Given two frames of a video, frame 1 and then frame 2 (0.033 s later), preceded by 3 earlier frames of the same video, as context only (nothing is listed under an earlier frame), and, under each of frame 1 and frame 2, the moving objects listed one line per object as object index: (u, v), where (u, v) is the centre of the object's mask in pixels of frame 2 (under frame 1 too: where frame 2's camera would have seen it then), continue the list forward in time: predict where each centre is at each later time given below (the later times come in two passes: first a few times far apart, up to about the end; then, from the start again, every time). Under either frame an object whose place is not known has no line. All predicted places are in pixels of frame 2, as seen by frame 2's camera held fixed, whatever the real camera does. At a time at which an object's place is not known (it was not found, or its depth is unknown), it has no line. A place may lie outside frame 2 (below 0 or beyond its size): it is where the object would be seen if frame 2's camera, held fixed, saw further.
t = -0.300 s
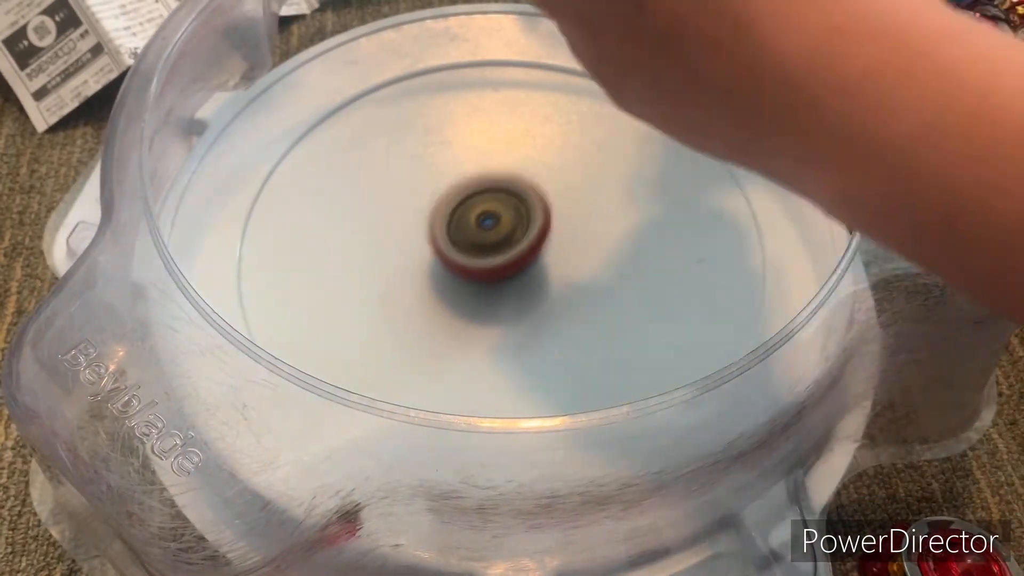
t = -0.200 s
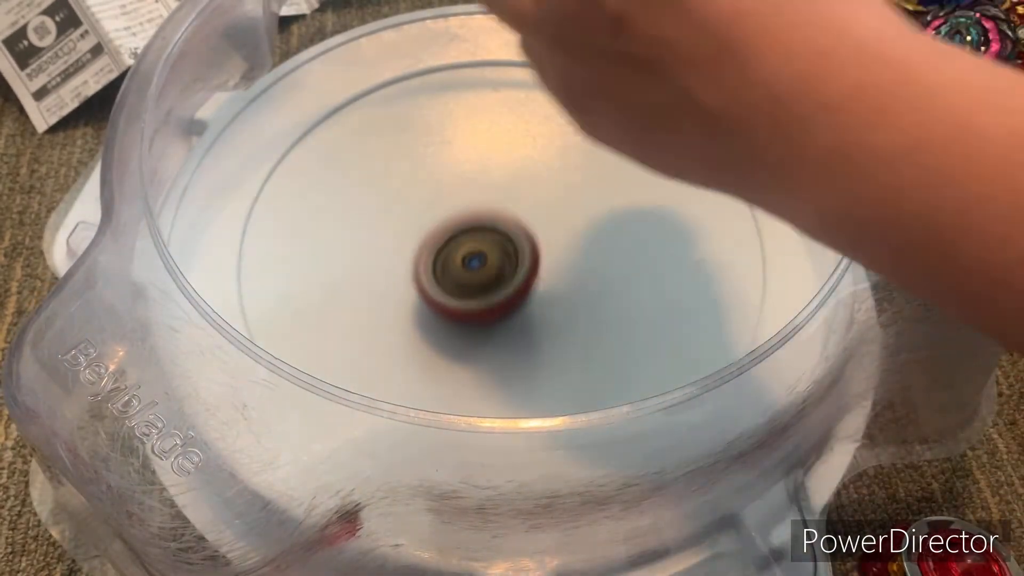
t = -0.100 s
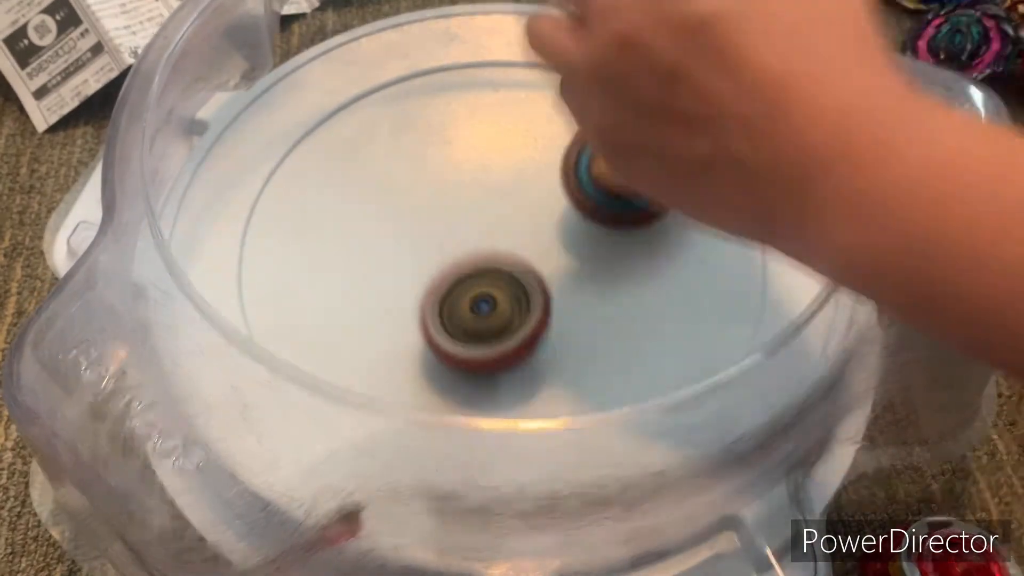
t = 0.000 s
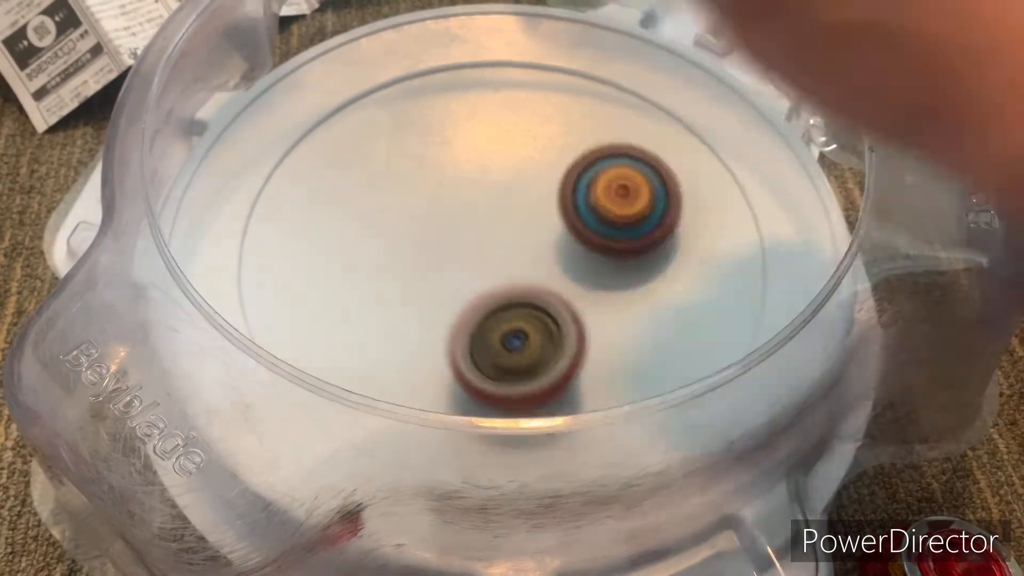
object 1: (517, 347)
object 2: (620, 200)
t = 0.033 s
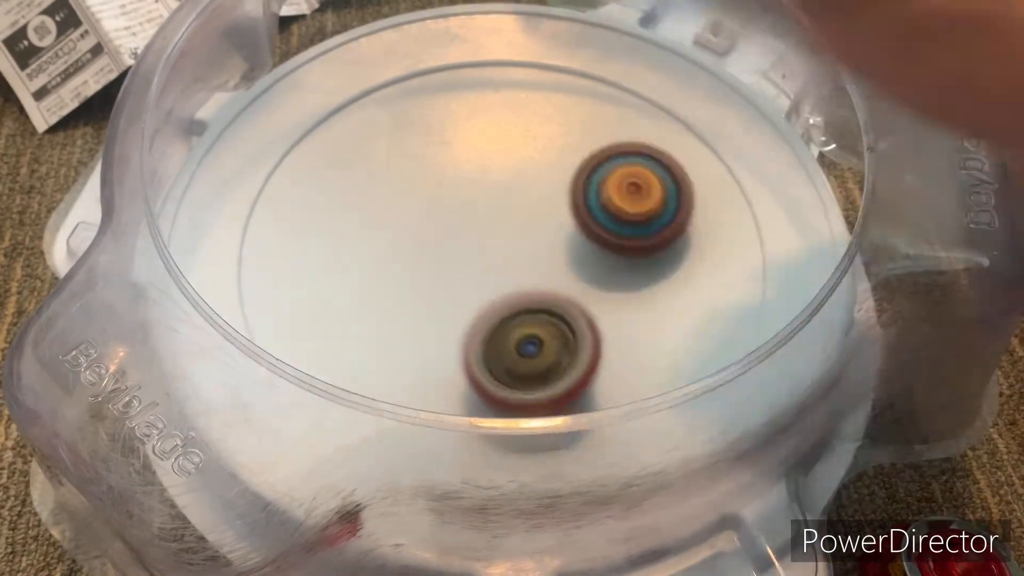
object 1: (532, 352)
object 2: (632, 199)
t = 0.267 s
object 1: (589, 312)
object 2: (652, 47)
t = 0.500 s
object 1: (561, 232)
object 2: (441, 194)
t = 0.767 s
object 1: (695, 285)
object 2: (377, 491)
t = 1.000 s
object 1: (500, 236)
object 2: (698, 273)
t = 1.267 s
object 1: (369, 245)
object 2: (432, 34)
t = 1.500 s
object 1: (431, 320)
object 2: (253, 379)
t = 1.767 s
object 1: (536, 246)
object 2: (774, 246)
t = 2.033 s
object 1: (495, 169)
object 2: (348, 64)
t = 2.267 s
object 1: (418, 190)
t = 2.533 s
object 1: (449, 239)
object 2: (624, 352)
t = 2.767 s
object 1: (499, 255)
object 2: (566, 64)
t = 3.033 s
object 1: (507, 208)
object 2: (259, 158)
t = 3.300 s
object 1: (492, 198)
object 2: (625, 407)
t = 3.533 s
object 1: (494, 226)
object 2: (808, 157)
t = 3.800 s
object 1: (506, 262)
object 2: (458, 128)
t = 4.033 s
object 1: (520, 276)
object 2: (335, 323)
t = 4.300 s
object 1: (546, 258)
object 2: (669, 325)
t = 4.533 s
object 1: (539, 240)
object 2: (556, 113)
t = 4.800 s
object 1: (528, 240)
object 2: (309, 228)
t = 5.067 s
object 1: (520, 249)
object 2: (583, 354)
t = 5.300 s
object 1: (514, 247)
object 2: (643, 158)
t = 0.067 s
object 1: (547, 355)
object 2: (645, 193)
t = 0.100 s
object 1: (561, 354)
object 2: (662, 177)
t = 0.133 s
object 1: (571, 350)
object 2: (679, 149)
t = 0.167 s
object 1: (579, 344)
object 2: (692, 110)
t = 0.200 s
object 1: (585, 333)
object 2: (696, 70)
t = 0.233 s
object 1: (586, 326)
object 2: (679, 54)
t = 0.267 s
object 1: (589, 312)
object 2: (652, 47)
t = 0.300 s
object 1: (590, 299)
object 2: (627, 44)
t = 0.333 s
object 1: (589, 286)
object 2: (601, 44)
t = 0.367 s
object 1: (586, 273)
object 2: (573, 51)
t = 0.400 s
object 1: (582, 261)
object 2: (536, 69)
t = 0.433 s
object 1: (577, 250)
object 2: (496, 100)
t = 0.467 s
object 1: (569, 241)
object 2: (462, 143)
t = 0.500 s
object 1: (561, 232)
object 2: (441, 194)
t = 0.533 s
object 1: (606, 248)
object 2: (394, 229)
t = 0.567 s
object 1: (653, 263)
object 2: (355, 266)
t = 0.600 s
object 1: (696, 275)
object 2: (331, 309)
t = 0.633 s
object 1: (728, 283)
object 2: (329, 337)
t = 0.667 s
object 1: (749, 286)
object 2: (317, 395)
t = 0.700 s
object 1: (741, 289)
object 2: (330, 441)
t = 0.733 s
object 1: (722, 291)
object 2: (349, 482)
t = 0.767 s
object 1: (695, 285)
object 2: (377, 491)
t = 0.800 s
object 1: (668, 278)
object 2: (412, 482)
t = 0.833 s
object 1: (639, 273)
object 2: (451, 461)
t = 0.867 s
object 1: (610, 266)
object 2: (493, 434)
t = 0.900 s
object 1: (580, 258)
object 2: (536, 403)
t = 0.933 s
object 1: (552, 251)
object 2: (589, 363)
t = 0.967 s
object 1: (525, 243)
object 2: (645, 329)
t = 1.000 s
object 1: (500, 236)
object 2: (698, 273)
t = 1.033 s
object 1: (475, 229)
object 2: (727, 209)
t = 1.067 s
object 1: (453, 225)
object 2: (731, 146)
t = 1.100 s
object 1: (432, 223)
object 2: (717, 87)
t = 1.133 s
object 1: (414, 225)
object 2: (676, 55)
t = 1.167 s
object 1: (398, 227)
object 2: (617, 41)
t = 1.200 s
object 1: (385, 231)
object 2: (558, 35)
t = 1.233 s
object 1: (375, 237)
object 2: (495, 32)
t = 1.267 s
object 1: (369, 245)
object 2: (432, 34)
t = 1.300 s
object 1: (367, 255)
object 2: (370, 44)
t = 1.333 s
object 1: (368, 265)
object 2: (307, 69)
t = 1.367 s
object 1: (374, 277)
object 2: (258, 114)
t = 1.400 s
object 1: (384, 289)
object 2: (225, 168)
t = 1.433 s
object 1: (398, 300)
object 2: (218, 229)
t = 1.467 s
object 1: (414, 310)
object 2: (242, 289)
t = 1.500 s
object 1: (431, 320)
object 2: (253, 379)
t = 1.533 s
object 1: (449, 326)
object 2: (306, 473)
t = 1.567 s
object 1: (466, 328)
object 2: (382, 503)
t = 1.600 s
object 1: (484, 326)
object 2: (461, 477)
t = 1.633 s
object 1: (500, 324)
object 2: (544, 434)
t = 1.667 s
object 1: (513, 306)
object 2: (623, 411)
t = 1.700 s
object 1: (523, 285)
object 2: (697, 367)
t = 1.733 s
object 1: (531, 264)
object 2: (741, 300)
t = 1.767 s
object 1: (536, 246)
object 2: (774, 246)
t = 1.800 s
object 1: (540, 227)
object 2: (787, 178)
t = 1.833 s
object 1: (540, 212)
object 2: (770, 127)
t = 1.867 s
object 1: (540, 202)
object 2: (705, 98)
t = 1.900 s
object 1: (535, 191)
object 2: (643, 73)
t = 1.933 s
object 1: (529, 182)
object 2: (576, 51)
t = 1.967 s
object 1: (520, 176)
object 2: (501, 43)
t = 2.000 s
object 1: (509, 172)
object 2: (424, 49)
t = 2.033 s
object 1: (495, 169)
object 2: (348, 64)
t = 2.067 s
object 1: (480, 167)
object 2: (276, 91)
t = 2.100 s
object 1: (466, 169)
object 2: (238, 146)
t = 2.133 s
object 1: (452, 171)
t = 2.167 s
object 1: (441, 174)
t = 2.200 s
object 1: (431, 179)
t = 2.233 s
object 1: (424, 185)
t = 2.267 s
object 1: (418, 190)
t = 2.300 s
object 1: (413, 192)
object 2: (348, 502)
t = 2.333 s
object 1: (414, 199)
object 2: (364, 483)
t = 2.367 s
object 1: (416, 208)
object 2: (390, 472)
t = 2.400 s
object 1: (421, 215)
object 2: (432, 453)
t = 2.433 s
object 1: (426, 221)
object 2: (478, 432)
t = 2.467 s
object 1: (433, 227)
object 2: (526, 414)
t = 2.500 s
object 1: (441, 233)
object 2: (577, 376)
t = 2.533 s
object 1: (449, 239)
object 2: (624, 352)
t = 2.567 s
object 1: (458, 244)
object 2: (659, 310)
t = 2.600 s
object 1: (468, 247)
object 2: (676, 263)
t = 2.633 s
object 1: (476, 252)
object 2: (679, 215)
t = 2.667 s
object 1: (483, 255)
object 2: (667, 168)
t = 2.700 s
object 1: (490, 257)
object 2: (641, 126)
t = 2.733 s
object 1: (495, 257)
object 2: (608, 91)
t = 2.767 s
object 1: (499, 255)
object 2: (566, 64)
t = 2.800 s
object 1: (503, 252)
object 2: (520, 45)
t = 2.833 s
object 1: (507, 247)
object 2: (467, 38)
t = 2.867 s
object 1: (509, 240)
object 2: (418, 37)
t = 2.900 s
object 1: (511, 232)
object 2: (370, 41)
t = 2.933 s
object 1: (512, 225)
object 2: (325, 54)
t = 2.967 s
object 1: (511, 219)
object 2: (291, 82)
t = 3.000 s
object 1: (510, 213)
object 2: (271, 117)
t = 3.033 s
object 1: (507, 208)
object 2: (259, 158)
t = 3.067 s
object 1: (503, 203)
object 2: (255, 204)
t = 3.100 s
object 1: (500, 198)
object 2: (264, 258)
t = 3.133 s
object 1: (499, 194)
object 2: (295, 301)
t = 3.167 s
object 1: (497, 192)
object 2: (342, 338)
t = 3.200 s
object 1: (495, 191)
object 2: (403, 382)
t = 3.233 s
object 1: (493, 192)
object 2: (471, 410)
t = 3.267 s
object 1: (493, 194)
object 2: (551, 417)
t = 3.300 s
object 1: (492, 198)
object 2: (625, 407)
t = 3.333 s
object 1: (491, 203)
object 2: (698, 380)
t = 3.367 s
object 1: (490, 208)
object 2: (758, 342)
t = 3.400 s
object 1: (489, 213)
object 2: (808, 310)
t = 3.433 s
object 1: (488, 218)
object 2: (811, 254)
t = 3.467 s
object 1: (489, 221)
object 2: (824, 215)
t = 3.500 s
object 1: (492, 223)
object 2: (823, 170)
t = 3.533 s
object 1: (494, 226)
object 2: (808, 157)
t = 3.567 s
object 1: (500, 226)
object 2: (763, 161)
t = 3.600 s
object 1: (507, 227)
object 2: (715, 163)
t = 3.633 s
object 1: (515, 227)
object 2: (669, 155)
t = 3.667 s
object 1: (522, 228)
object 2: (627, 148)
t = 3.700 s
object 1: (525, 229)
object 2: (581, 139)
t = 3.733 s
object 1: (518, 243)
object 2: (542, 127)
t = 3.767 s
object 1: (512, 255)
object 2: (501, 124)
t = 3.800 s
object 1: (506, 262)
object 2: (458, 128)
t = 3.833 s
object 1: (502, 269)
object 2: (418, 141)
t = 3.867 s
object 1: (501, 274)
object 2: (382, 160)
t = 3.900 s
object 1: (501, 276)
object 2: (350, 186)
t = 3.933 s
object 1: (504, 276)
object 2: (327, 216)
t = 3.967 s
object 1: (509, 276)
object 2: (316, 252)
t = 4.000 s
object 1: (514, 276)
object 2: (316, 289)
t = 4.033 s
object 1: (520, 276)
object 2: (335, 323)
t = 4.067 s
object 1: (526, 275)
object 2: (367, 349)
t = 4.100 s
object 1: (531, 273)
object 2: (405, 380)
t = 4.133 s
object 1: (536, 270)
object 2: (452, 404)
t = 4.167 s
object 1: (539, 269)
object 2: (504, 409)
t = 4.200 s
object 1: (543, 268)
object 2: (556, 402)
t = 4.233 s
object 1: (544, 265)
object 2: (601, 372)
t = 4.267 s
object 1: (545, 262)
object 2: (639, 352)
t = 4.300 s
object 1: (546, 258)
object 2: (669, 325)
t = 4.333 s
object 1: (546, 255)
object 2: (680, 286)
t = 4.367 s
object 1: (545, 251)
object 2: (681, 249)
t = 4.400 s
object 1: (544, 247)
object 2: (672, 211)
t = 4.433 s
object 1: (543, 245)
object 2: (651, 179)
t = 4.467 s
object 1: (541, 243)
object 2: (625, 151)
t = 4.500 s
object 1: (540, 242)
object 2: (592, 129)
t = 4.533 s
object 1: (539, 240)
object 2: (556, 113)
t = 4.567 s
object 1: (538, 238)
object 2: (516, 104)
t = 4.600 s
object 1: (537, 238)
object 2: (476, 103)
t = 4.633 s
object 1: (535, 237)
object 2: (436, 108)
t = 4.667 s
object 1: (534, 236)
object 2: (398, 121)
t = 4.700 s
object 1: (532, 237)
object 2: (364, 139)
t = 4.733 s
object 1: (531, 238)
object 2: (336, 163)
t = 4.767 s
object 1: (530, 239)
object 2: (317, 193)
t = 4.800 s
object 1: (528, 240)
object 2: (309, 228)
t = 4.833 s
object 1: (527, 242)
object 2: (312, 264)
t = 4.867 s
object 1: (526, 243)
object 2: (330, 298)
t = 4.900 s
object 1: (526, 243)
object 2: (359, 327)
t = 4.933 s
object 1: (526, 243)
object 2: (399, 349)
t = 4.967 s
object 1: (524, 245)
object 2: (444, 363)
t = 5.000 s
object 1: (522, 248)
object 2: (492, 371)
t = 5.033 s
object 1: (521, 250)
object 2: (539, 367)
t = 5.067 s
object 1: (520, 249)
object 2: (583, 354)
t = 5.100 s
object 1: (518, 250)
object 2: (617, 333)
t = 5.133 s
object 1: (516, 249)
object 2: (647, 305)
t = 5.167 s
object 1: (514, 247)
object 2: (664, 277)
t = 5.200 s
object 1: (513, 247)
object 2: (673, 243)
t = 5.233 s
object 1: (513, 247)
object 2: (671, 213)
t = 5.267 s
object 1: (513, 248)
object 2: (662, 184)
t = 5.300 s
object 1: (514, 247)
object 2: (643, 158)
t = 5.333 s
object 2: (620, 136)
